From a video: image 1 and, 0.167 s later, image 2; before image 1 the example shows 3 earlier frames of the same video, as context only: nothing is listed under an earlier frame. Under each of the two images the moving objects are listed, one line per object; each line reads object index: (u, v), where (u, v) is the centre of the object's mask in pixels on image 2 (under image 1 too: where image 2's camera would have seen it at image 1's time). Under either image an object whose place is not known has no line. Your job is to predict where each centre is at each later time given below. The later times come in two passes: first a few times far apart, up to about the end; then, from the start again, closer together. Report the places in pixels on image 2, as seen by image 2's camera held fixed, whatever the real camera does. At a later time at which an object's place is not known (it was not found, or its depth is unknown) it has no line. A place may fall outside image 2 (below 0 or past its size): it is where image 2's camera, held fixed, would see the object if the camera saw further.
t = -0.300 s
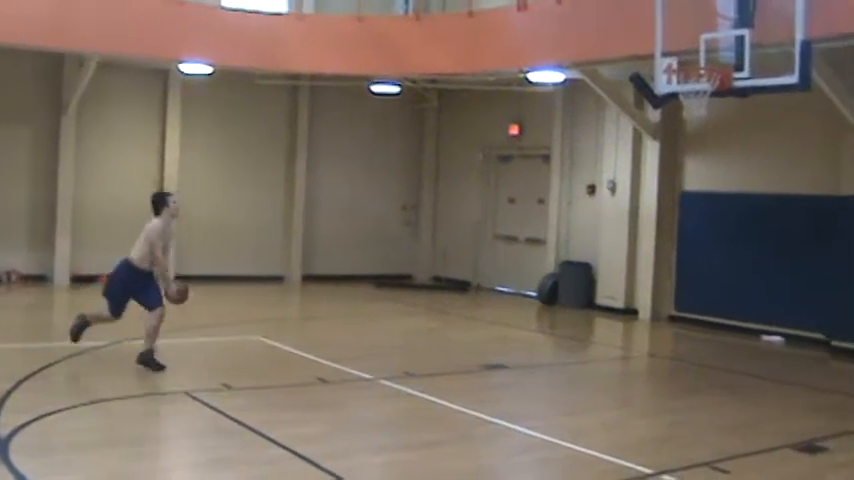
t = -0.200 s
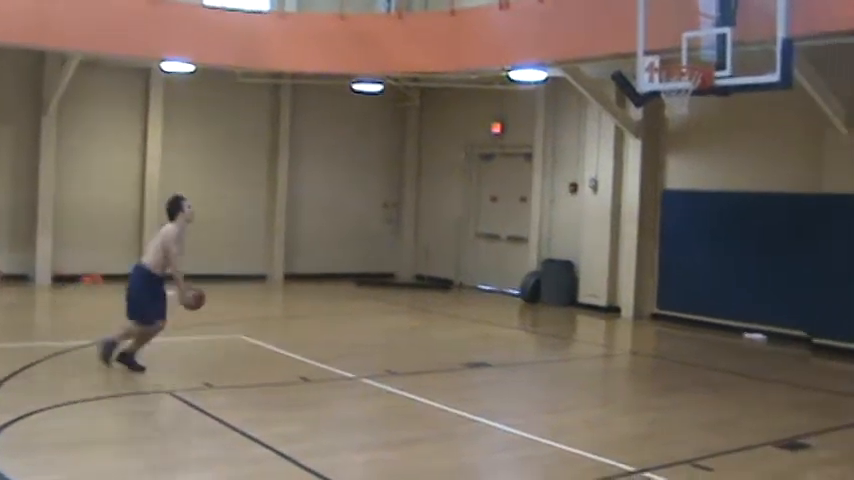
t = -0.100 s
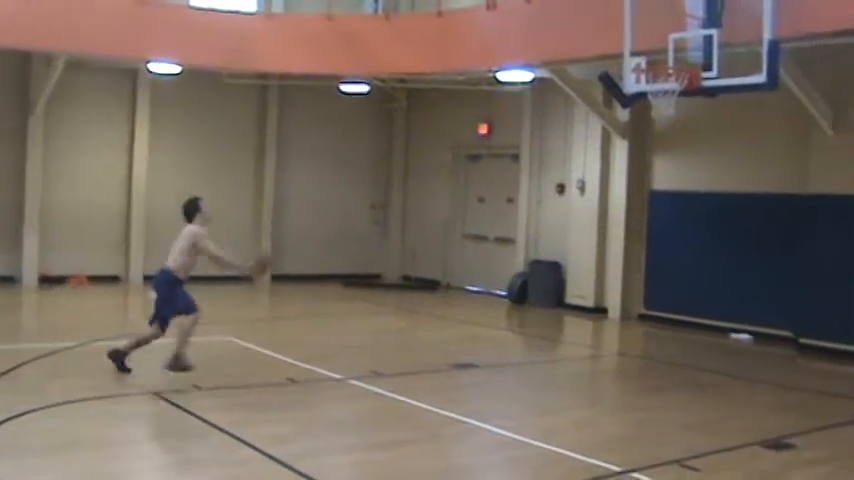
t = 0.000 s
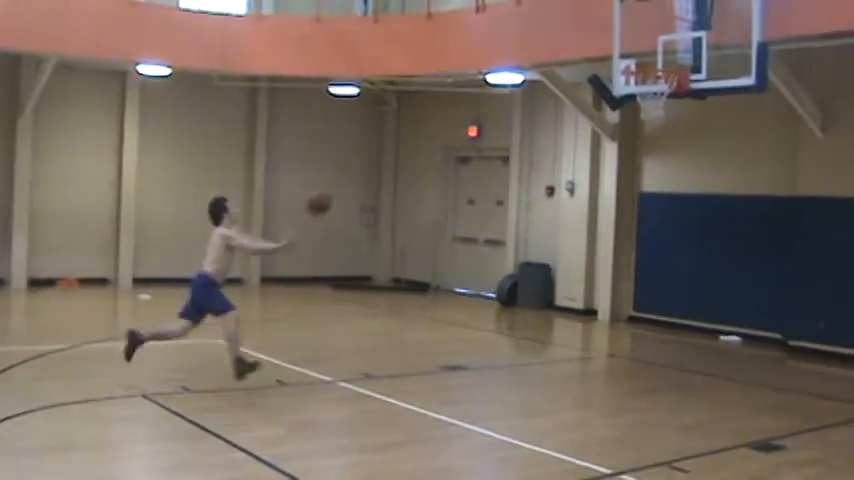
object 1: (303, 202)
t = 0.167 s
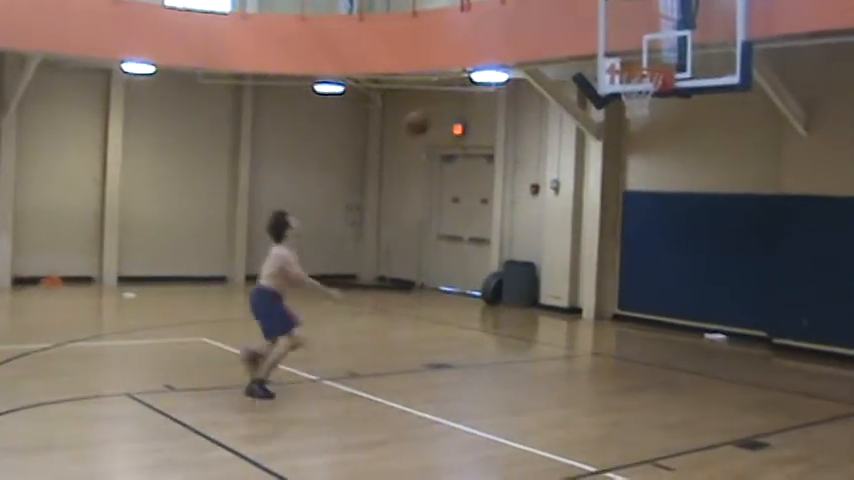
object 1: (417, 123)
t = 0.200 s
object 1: (438, 110)
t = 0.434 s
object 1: (582, 66)
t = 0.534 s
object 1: (599, 60)
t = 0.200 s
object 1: (438, 110)
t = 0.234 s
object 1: (461, 103)
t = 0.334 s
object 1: (523, 80)
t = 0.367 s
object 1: (543, 74)
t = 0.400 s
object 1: (563, 71)
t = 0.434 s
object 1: (582, 66)
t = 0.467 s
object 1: (600, 66)
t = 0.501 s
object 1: (606, 63)
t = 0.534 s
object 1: (599, 60)
